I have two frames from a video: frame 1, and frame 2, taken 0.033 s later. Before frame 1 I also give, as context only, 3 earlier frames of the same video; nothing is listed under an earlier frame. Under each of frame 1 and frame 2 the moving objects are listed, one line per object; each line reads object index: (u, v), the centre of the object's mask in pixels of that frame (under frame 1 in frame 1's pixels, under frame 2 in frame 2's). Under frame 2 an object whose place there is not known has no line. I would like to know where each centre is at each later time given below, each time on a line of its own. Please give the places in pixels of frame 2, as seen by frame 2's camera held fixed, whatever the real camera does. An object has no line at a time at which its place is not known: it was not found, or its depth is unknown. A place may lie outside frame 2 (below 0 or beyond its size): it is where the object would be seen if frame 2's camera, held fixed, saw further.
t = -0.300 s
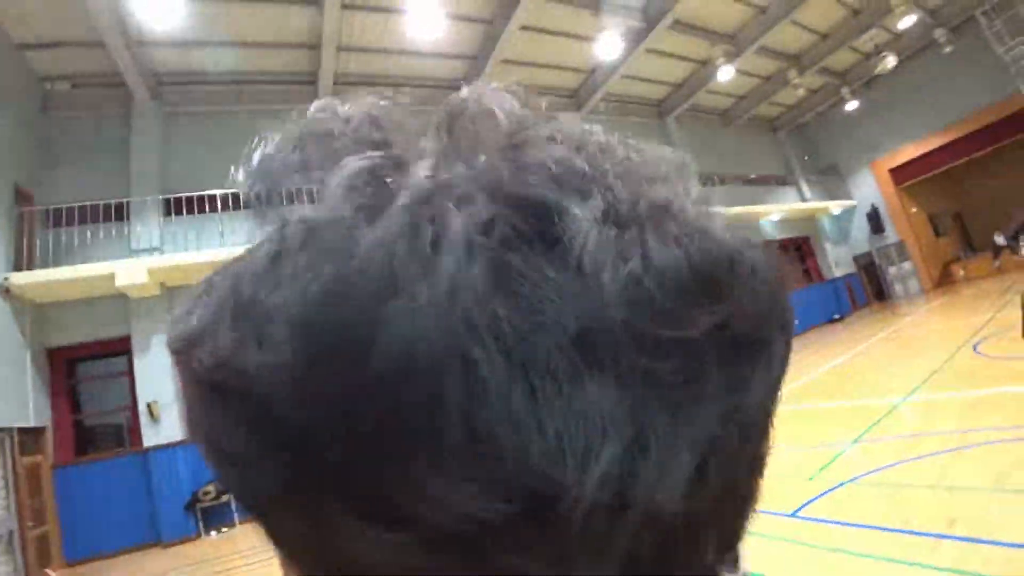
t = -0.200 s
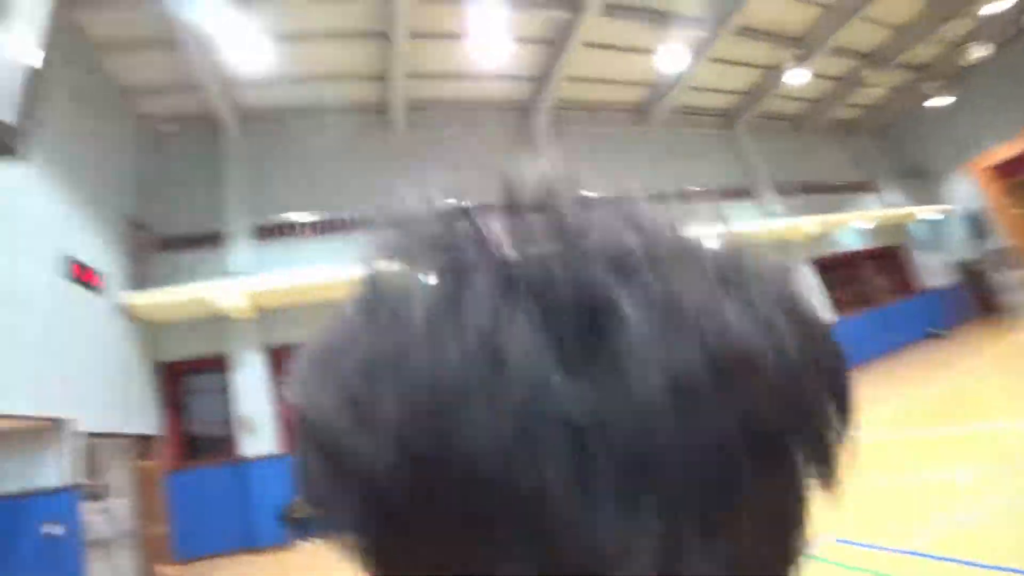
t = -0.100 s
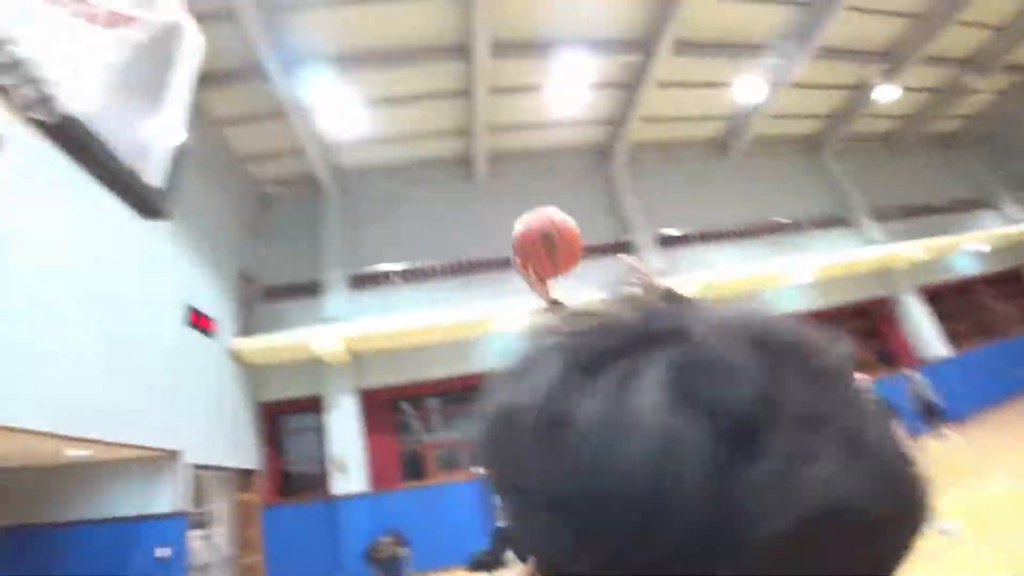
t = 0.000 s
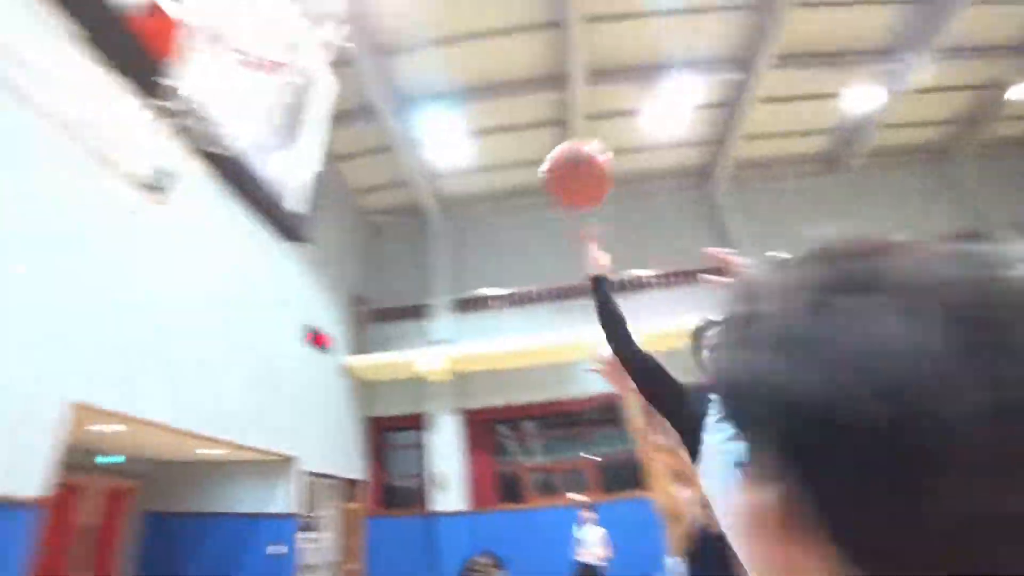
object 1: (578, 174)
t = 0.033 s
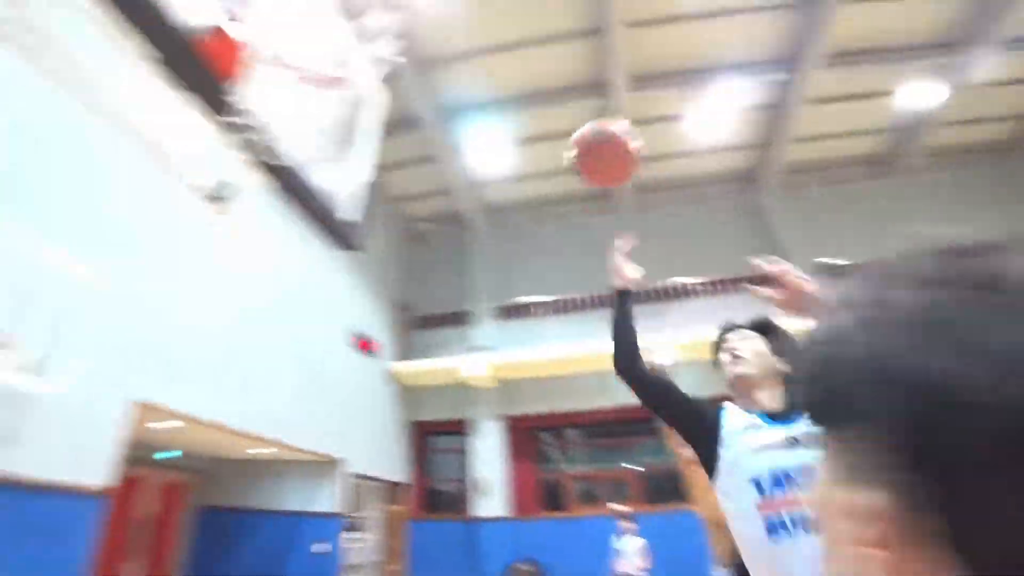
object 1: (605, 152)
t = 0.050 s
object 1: (599, 140)
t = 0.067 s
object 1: (590, 129)
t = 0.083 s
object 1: (586, 119)
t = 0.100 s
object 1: (580, 108)
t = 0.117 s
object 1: (575, 99)
